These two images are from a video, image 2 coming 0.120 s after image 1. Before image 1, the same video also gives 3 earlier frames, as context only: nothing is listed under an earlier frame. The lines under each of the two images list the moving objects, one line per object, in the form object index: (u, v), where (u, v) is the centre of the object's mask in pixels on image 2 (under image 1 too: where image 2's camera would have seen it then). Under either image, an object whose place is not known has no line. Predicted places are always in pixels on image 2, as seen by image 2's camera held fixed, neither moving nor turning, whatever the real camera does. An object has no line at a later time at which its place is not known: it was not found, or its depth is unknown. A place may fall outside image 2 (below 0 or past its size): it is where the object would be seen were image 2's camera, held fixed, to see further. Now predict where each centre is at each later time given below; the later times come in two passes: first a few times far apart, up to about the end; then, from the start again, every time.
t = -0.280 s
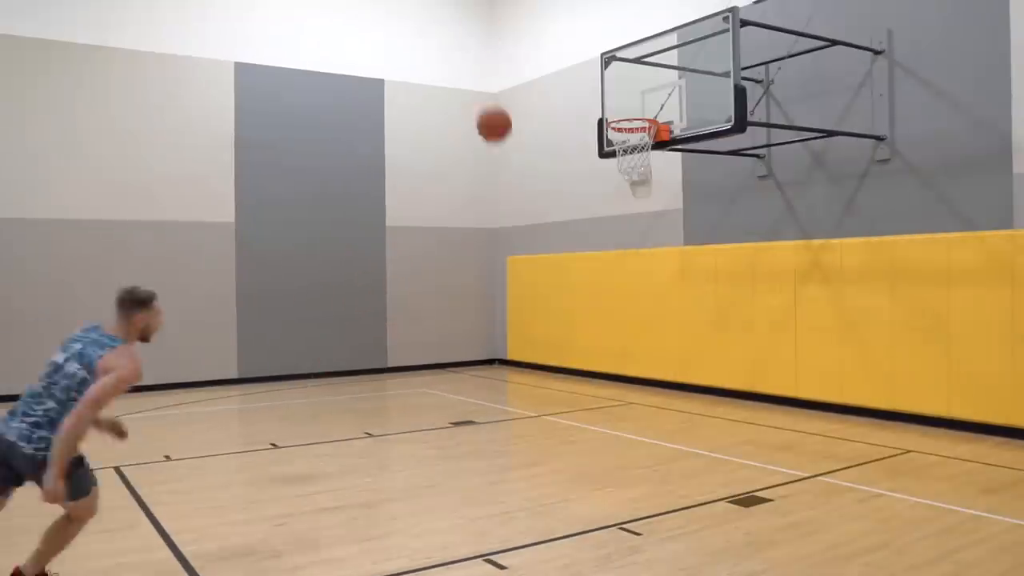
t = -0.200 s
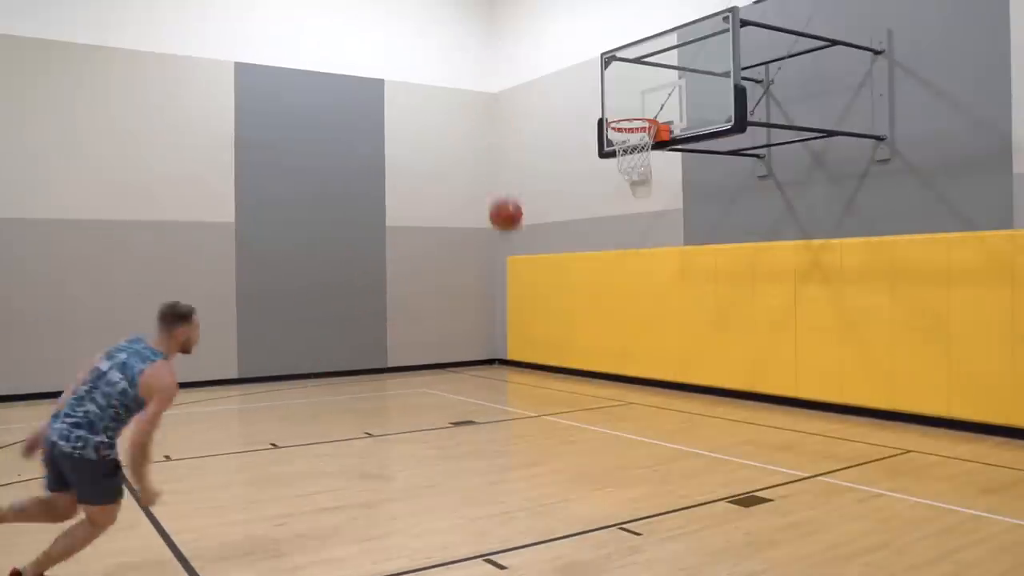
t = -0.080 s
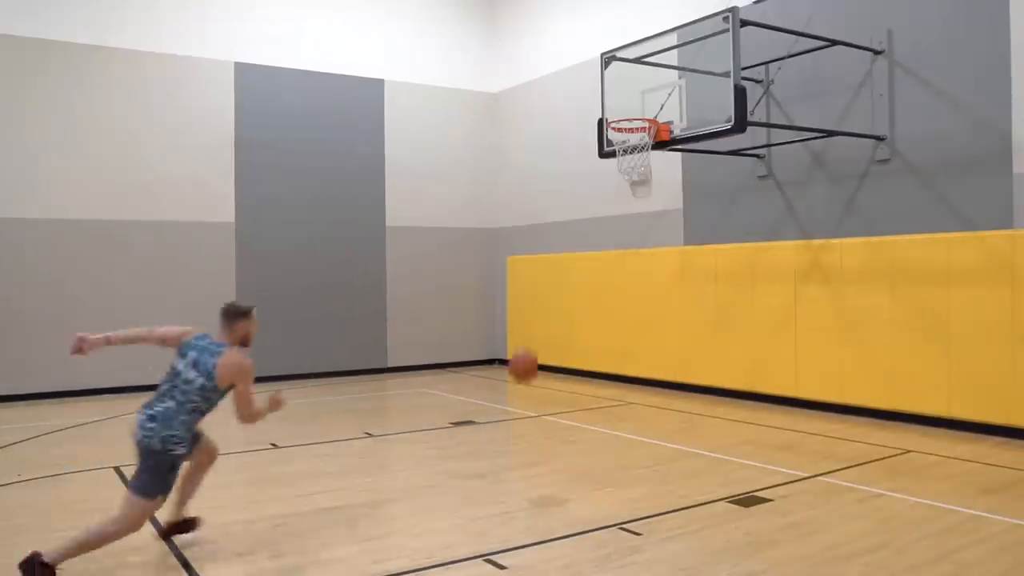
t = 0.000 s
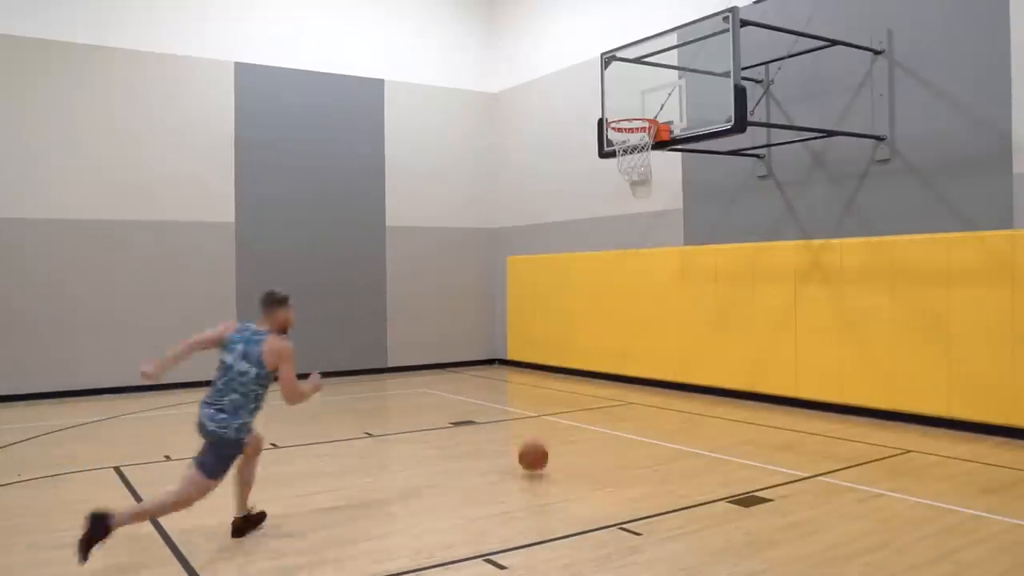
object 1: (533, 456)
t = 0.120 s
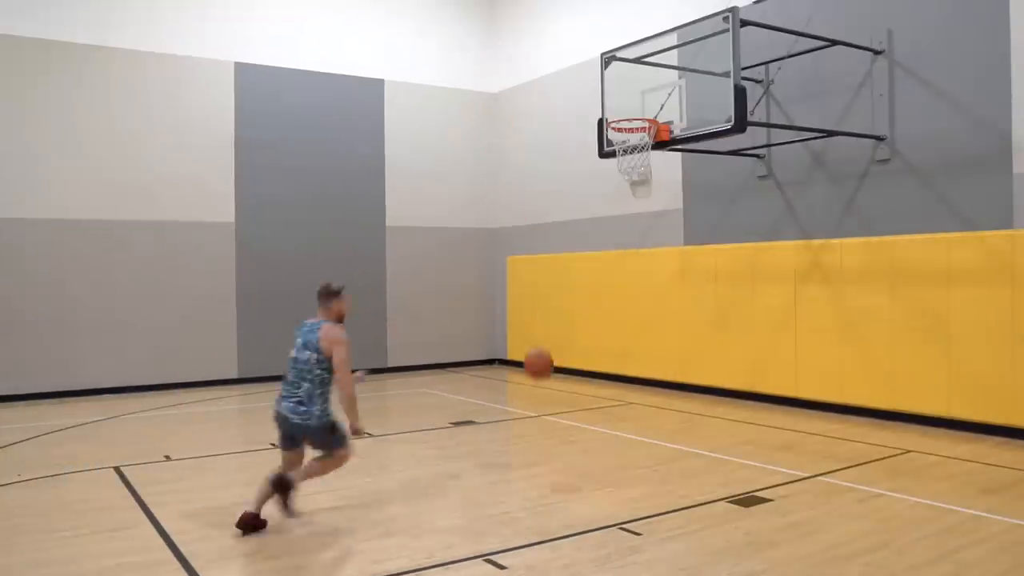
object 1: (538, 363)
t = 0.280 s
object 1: (545, 256)
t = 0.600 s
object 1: (557, 137)
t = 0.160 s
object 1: (540, 338)
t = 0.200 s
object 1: (541, 308)
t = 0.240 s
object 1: (543, 281)
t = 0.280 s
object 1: (545, 256)
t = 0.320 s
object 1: (546, 233)
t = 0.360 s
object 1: (547, 216)
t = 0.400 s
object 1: (549, 197)
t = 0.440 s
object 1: (551, 180)
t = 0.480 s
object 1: (552, 166)
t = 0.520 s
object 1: (554, 156)
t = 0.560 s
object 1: (555, 145)
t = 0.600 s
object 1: (557, 137)
